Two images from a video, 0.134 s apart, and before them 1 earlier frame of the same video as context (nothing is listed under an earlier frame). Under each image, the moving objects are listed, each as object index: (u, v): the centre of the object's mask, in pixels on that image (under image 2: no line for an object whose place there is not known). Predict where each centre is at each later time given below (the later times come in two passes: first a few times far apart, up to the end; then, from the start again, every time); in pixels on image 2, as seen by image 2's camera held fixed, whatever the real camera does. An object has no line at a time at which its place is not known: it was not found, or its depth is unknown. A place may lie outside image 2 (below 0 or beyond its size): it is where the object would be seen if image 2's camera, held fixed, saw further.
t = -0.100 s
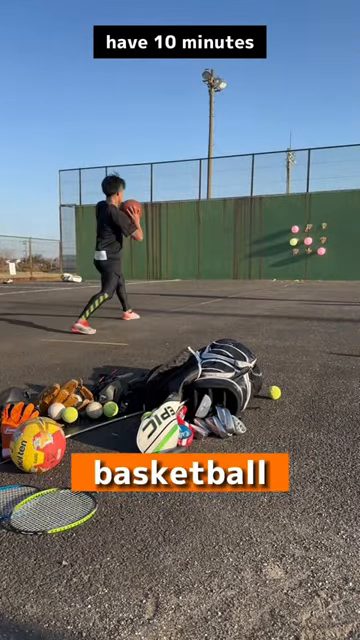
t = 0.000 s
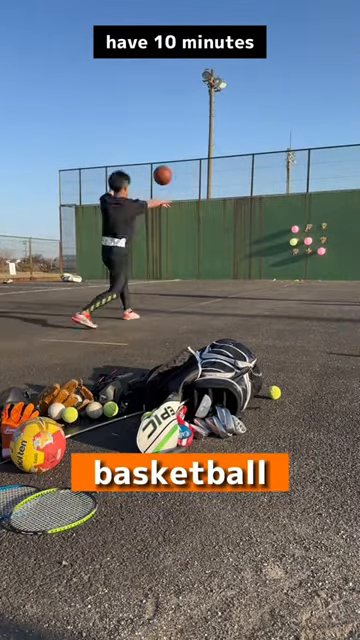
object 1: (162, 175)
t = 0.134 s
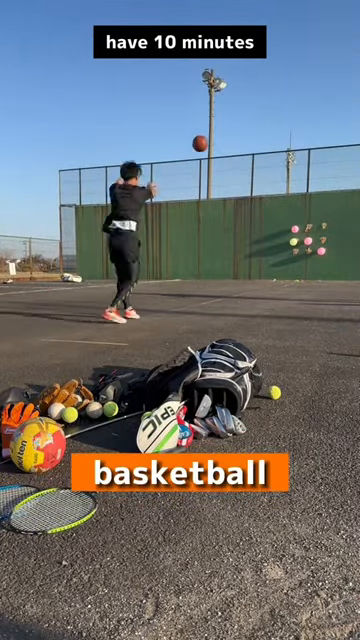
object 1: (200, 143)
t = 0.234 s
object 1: (220, 131)
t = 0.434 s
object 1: (249, 127)
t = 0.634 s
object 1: (267, 139)
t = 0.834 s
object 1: (279, 160)
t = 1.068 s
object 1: (288, 192)
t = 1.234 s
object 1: (292, 219)
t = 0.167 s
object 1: (207, 138)
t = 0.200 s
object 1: (214, 135)
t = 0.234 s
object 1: (220, 131)
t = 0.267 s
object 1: (226, 129)
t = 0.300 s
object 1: (231, 128)
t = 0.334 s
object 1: (236, 127)
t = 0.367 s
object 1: (241, 126)
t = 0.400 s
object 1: (245, 126)
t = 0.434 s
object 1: (249, 127)
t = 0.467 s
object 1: (253, 128)
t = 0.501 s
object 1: (256, 130)
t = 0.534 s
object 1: (259, 131)
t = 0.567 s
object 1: (262, 133)
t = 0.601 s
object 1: (265, 136)
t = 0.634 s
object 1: (267, 139)
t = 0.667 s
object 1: (270, 141)
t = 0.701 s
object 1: (272, 145)
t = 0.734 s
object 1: (274, 148)
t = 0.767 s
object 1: (276, 152)
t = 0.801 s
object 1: (278, 156)
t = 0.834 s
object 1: (279, 160)
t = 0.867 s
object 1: (281, 164)
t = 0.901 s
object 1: (283, 169)
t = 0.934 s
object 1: (284, 173)
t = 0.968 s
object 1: (284, 178)
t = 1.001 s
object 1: (285, 183)
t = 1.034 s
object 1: (287, 188)
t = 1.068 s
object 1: (288, 192)
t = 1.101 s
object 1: (290, 198)
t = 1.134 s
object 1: (291, 203)
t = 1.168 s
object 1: (291, 208)
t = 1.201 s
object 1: (292, 213)
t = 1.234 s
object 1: (292, 219)
